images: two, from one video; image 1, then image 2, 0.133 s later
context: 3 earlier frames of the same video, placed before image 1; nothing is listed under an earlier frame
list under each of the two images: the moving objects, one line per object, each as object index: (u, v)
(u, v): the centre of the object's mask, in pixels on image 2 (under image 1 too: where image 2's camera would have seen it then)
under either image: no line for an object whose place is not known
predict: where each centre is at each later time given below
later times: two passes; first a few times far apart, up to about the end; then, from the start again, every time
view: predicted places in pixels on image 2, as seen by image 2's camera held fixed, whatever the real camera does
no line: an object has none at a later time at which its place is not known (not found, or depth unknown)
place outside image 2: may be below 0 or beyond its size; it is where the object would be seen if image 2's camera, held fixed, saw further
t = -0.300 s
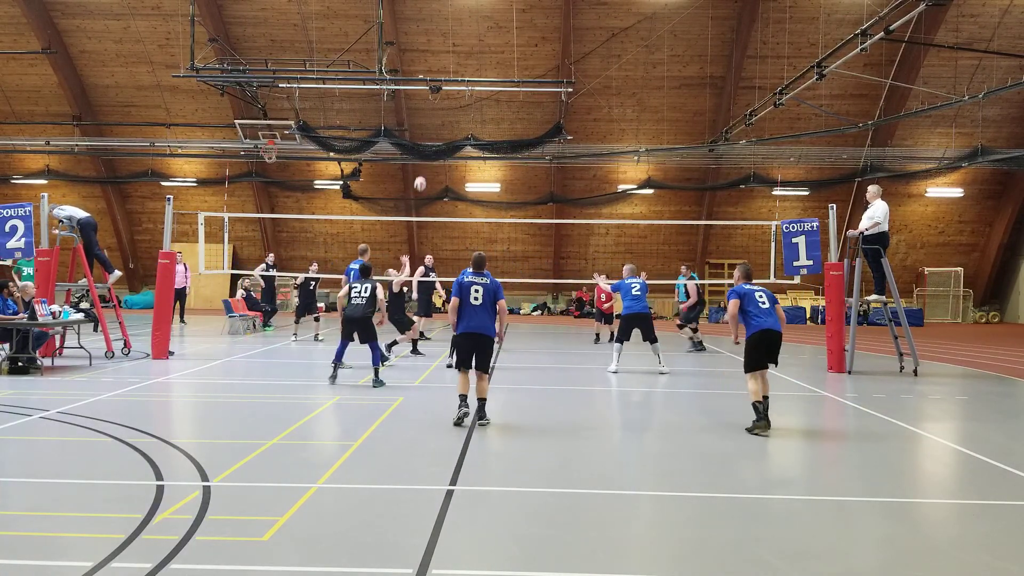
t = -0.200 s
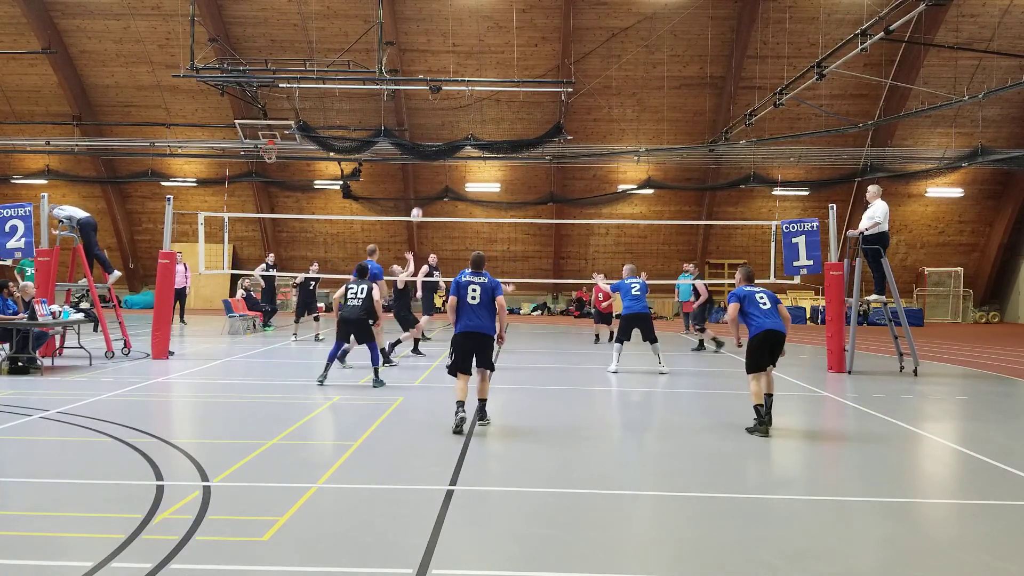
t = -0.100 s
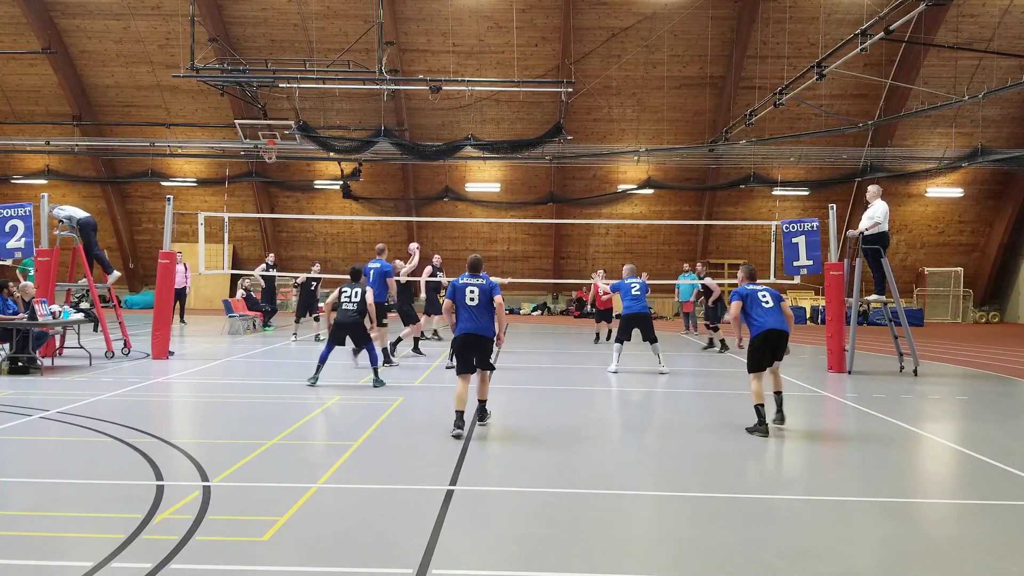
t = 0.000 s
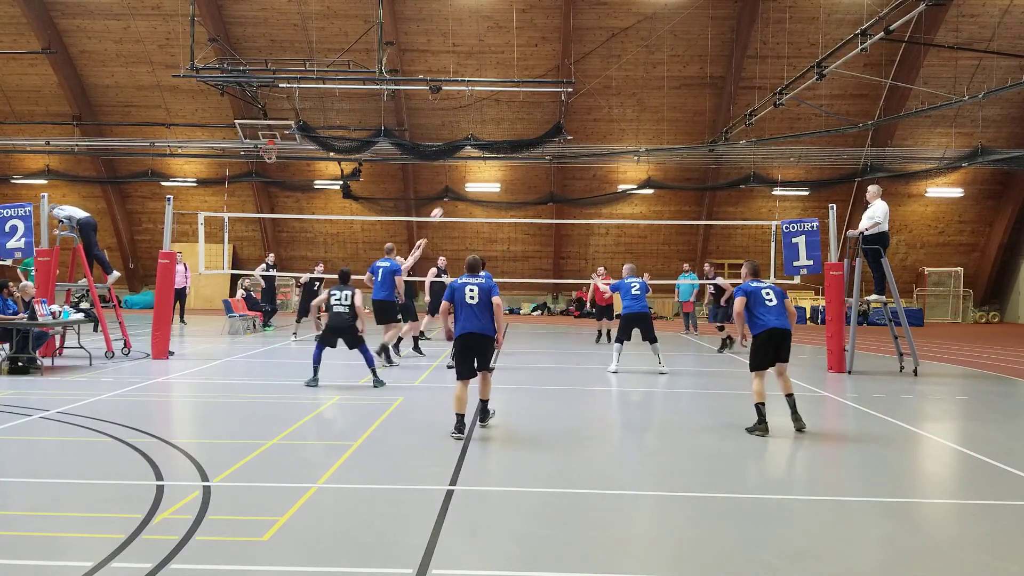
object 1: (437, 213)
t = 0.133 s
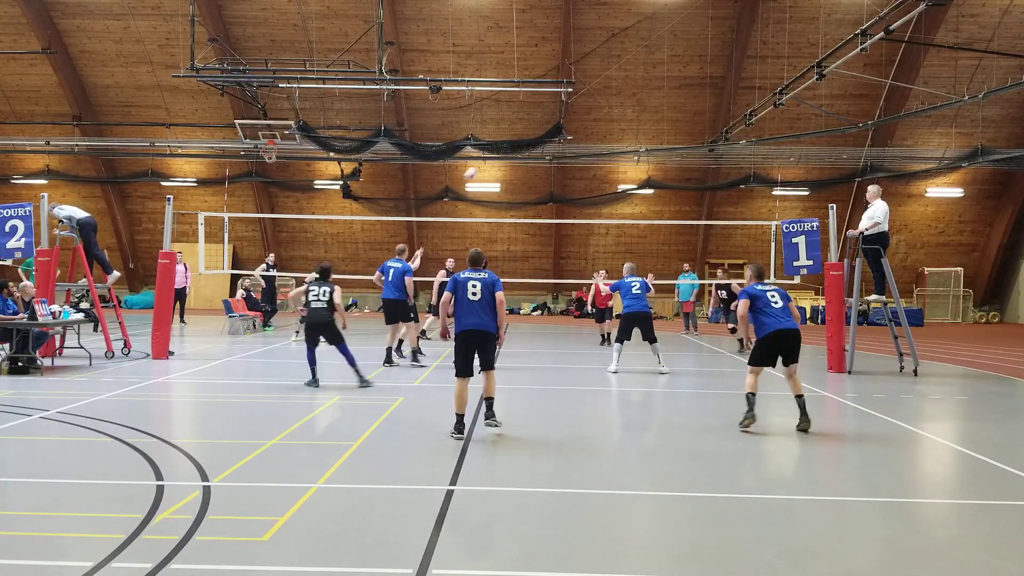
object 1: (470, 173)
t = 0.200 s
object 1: (487, 157)
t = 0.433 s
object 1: (545, 121)
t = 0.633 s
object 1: (592, 113)
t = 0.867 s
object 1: (645, 132)
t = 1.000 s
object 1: (675, 155)
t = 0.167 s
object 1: (479, 165)
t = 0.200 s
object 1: (487, 157)
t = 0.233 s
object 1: (496, 150)
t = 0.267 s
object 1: (504, 144)
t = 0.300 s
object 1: (512, 139)
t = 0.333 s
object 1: (520, 133)
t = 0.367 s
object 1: (528, 129)
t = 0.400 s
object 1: (537, 124)
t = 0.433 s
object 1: (545, 121)
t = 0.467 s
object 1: (553, 118)
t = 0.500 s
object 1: (560, 116)
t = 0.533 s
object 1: (568, 114)
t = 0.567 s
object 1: (576, 113)
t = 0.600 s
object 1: (584, 113)
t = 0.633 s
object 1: (592, 113)
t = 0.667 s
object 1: (599, 114)
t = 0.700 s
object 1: (607, 115)
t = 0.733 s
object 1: (615, 117)
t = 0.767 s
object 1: (622, 120)
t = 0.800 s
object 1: (630, 123)
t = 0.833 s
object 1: (637, 127)
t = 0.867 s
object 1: (645, 132)
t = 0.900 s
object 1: (653, 137)
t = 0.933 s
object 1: (660, 142)
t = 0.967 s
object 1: (667, 148)
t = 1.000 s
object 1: (675, 155)
